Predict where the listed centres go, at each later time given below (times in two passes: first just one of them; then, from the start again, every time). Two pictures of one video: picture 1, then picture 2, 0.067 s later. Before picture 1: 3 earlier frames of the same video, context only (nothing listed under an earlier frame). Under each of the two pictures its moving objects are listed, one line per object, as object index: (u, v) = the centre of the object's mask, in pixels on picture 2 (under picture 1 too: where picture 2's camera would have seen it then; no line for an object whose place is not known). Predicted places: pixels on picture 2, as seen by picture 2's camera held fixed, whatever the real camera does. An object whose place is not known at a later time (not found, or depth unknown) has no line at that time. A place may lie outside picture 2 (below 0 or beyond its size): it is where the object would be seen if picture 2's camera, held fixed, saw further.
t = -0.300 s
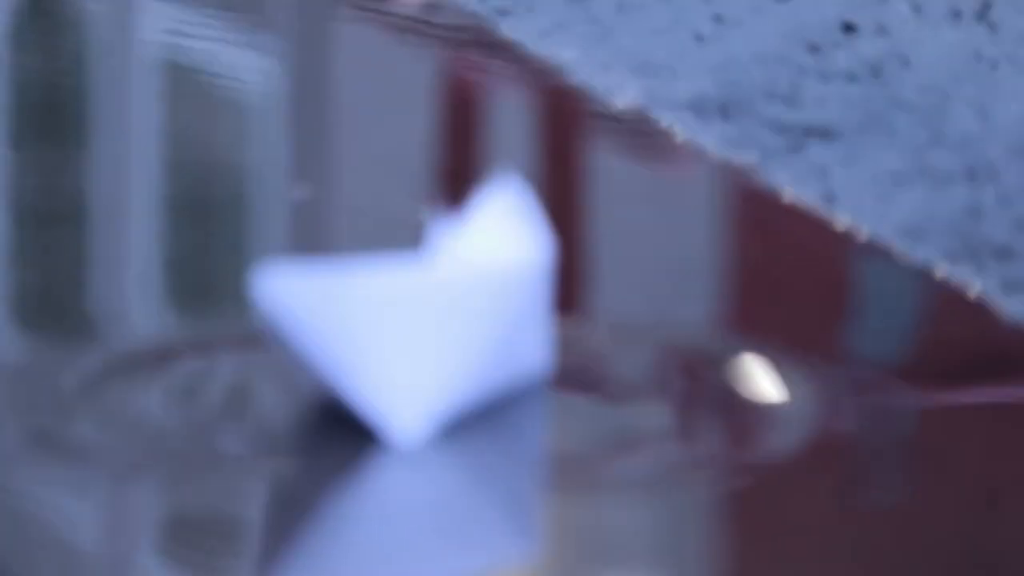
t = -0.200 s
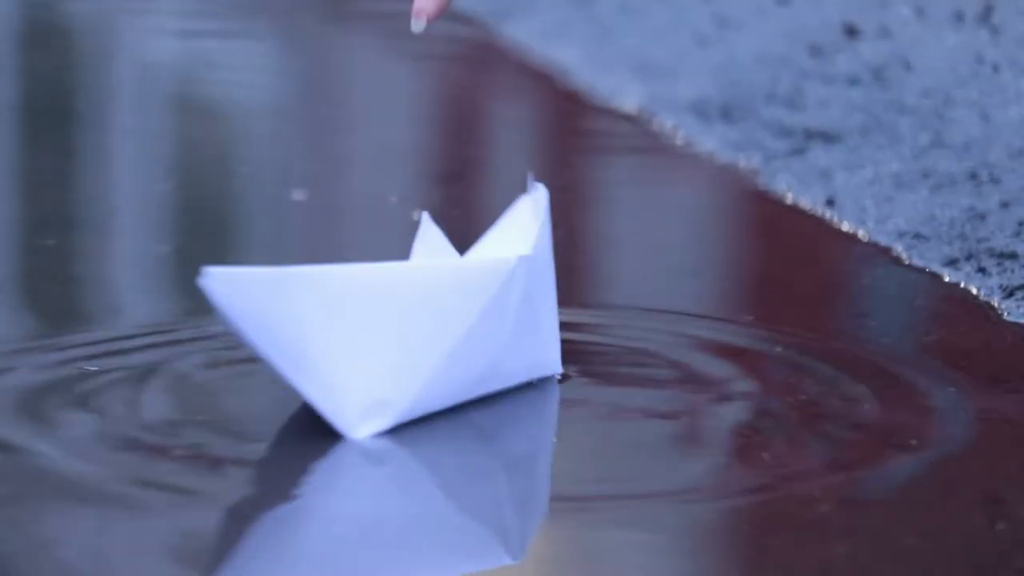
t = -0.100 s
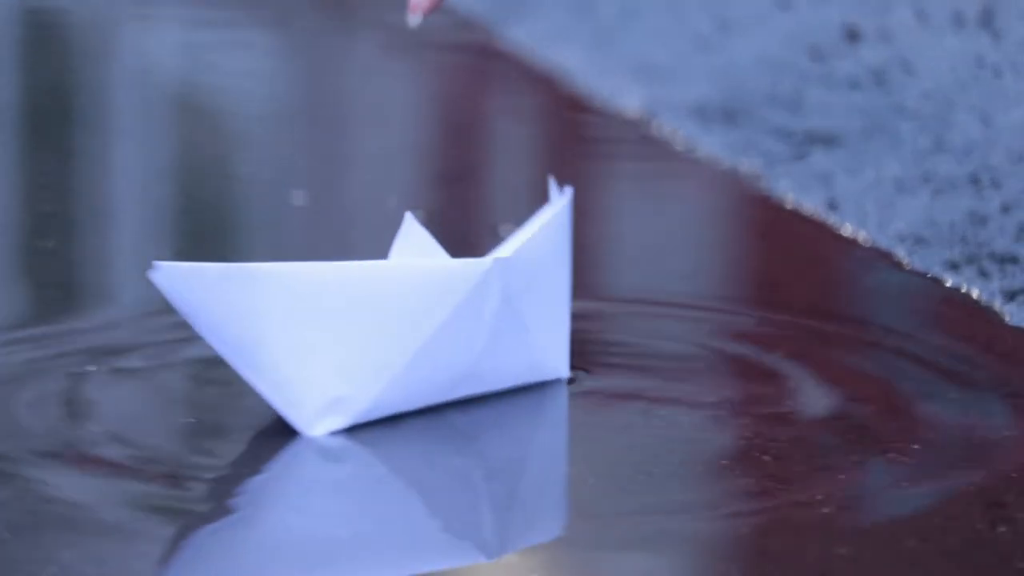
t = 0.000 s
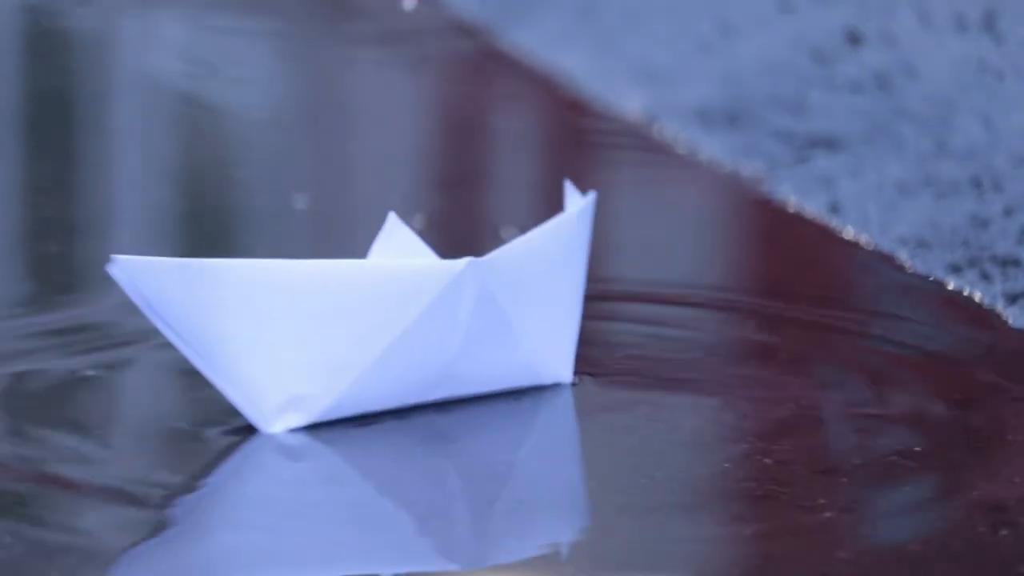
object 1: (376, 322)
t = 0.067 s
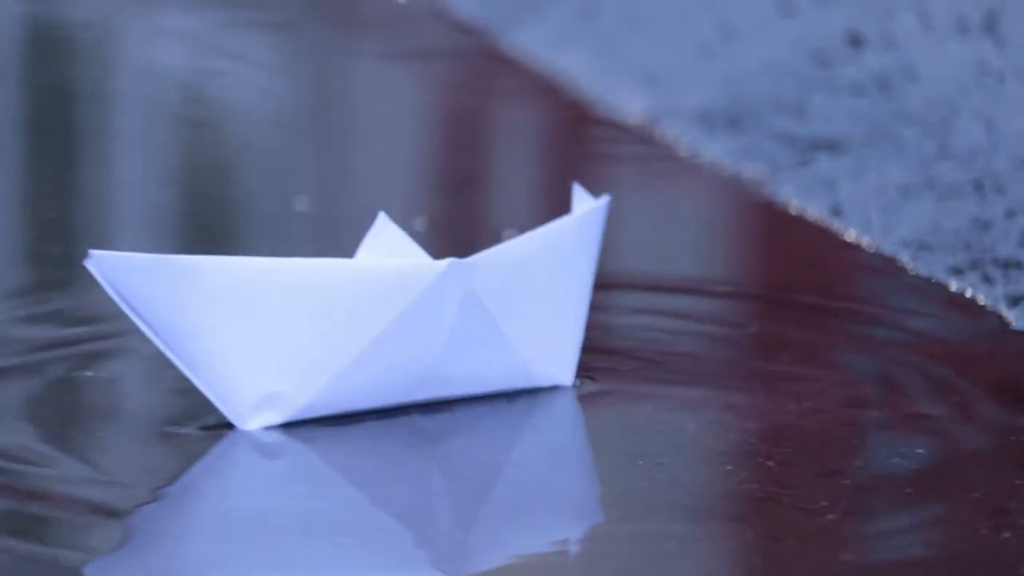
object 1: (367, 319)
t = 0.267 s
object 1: (345, 308)
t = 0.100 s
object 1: (364, 317)
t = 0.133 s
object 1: (360, 315)
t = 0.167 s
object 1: (357, 314)
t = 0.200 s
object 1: (353, 312)
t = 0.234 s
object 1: (349, 310)
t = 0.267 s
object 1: (345, 308)
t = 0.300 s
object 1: (345, 308)
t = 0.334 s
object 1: (345, 308)
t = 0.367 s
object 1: (346, 308)
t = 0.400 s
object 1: (347, 308)
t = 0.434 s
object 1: (347, 307)
